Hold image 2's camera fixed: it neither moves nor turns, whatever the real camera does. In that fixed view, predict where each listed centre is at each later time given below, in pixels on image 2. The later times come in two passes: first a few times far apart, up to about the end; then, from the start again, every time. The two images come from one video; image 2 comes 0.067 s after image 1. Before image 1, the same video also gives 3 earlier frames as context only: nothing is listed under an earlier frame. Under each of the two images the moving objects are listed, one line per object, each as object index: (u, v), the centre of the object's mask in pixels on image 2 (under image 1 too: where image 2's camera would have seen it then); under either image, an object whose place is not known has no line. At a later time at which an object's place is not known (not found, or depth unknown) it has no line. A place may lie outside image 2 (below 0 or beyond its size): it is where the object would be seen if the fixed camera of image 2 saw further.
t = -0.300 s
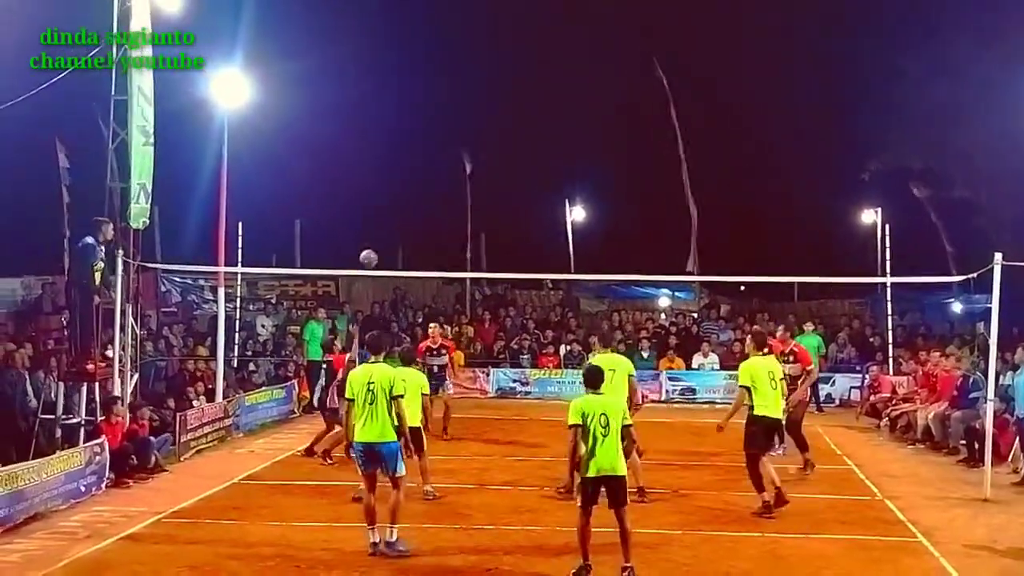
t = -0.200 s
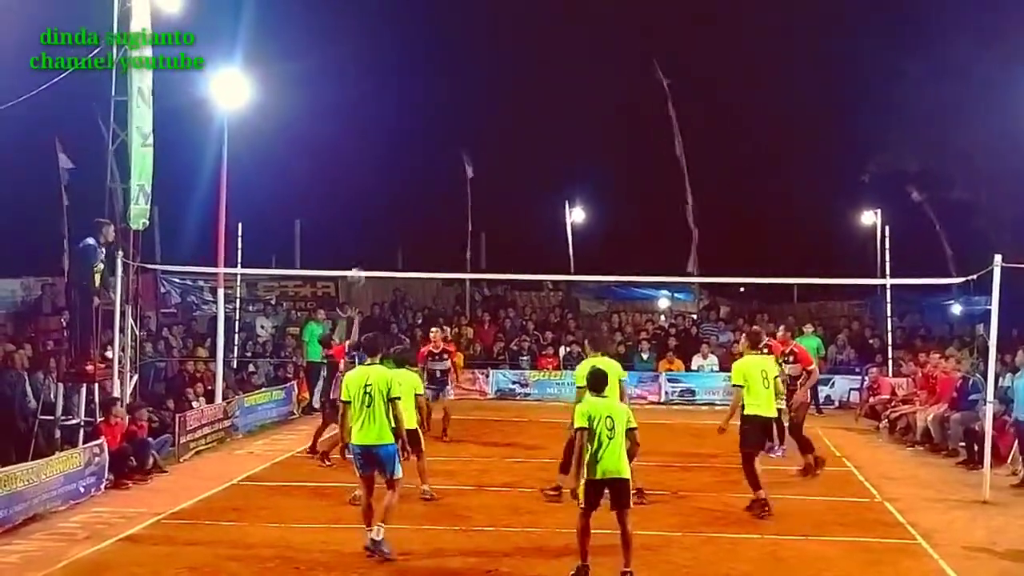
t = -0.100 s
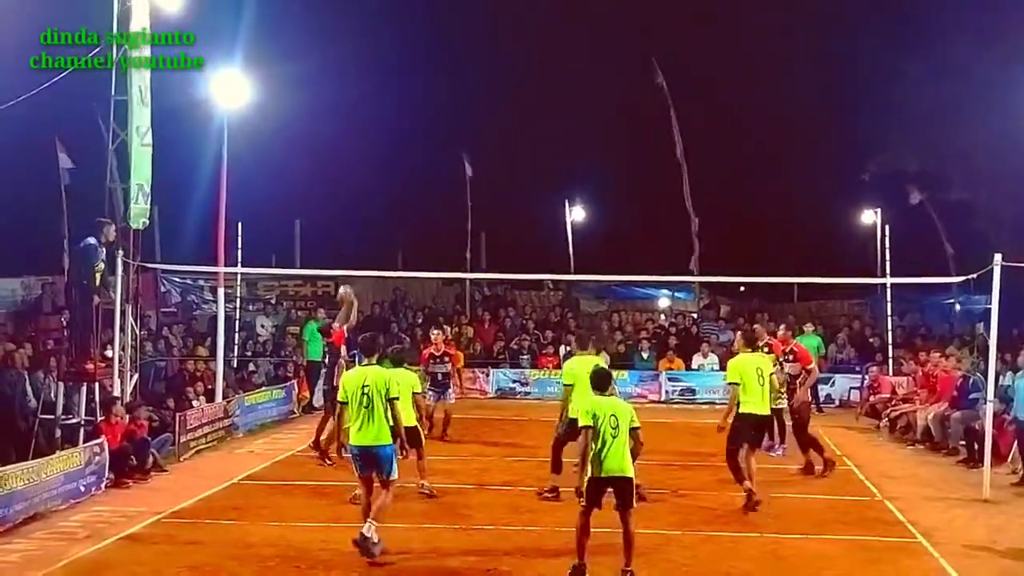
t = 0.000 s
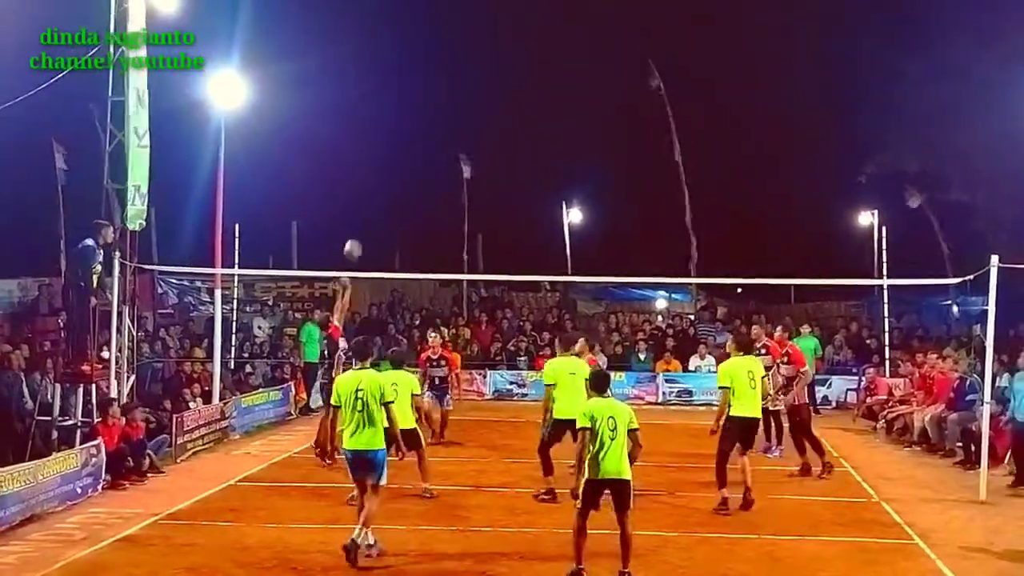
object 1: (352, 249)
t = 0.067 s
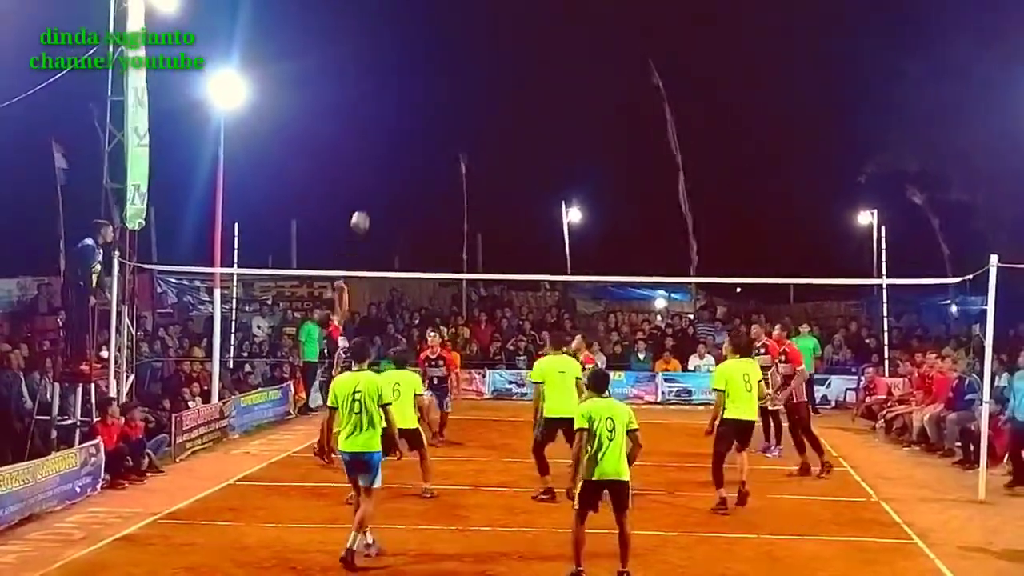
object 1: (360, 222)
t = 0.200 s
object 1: (376, 177)
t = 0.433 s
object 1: (405, 133)
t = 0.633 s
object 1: (428, 130)
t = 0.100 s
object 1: (364, 209)
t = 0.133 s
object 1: (368, 197)
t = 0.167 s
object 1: (372, 187)
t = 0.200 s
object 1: (376, 177)
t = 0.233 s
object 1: (380, 168)
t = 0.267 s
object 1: (385, 160)
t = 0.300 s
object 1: (388, 153)
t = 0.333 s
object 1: (392, 147)
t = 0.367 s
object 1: (397, 141)
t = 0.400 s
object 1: (401, 137)
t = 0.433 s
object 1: (405, 133)
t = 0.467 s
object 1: (409, 130)
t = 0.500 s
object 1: (412, 129)
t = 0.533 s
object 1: (417, 127)
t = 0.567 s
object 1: (420, 128)
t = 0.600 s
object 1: (424, 128)
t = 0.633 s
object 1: (428, 130)
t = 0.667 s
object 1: (431, 132)
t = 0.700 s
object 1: (435, 136)
